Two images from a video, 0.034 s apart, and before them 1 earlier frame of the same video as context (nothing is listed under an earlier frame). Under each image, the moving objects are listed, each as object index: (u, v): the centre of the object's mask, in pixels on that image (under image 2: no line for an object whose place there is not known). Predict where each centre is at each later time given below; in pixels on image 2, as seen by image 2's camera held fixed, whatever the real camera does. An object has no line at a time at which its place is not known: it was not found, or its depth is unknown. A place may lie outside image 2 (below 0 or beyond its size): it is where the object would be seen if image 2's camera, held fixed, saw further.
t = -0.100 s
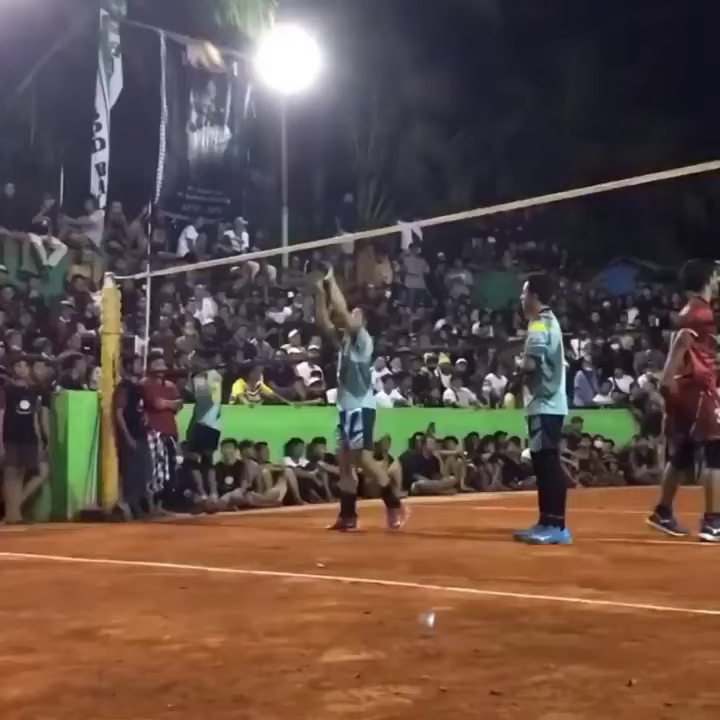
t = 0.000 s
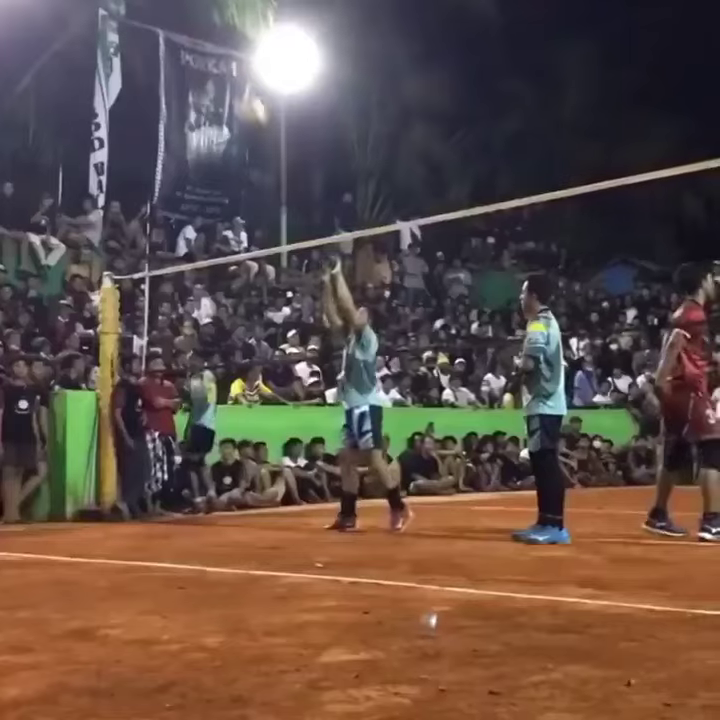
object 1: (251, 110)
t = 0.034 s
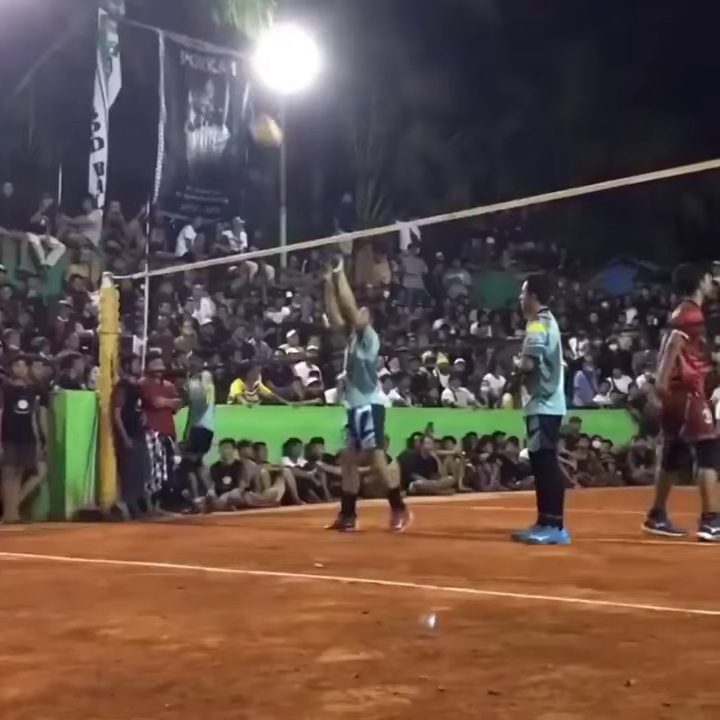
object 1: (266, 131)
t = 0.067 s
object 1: (280, 151)
